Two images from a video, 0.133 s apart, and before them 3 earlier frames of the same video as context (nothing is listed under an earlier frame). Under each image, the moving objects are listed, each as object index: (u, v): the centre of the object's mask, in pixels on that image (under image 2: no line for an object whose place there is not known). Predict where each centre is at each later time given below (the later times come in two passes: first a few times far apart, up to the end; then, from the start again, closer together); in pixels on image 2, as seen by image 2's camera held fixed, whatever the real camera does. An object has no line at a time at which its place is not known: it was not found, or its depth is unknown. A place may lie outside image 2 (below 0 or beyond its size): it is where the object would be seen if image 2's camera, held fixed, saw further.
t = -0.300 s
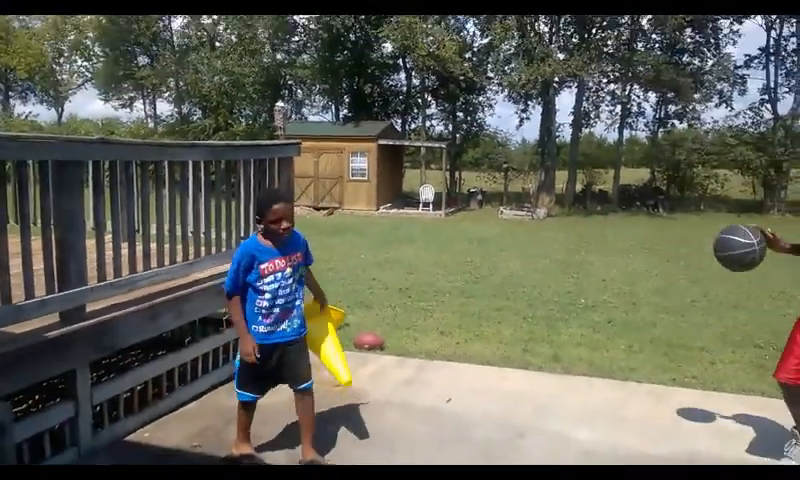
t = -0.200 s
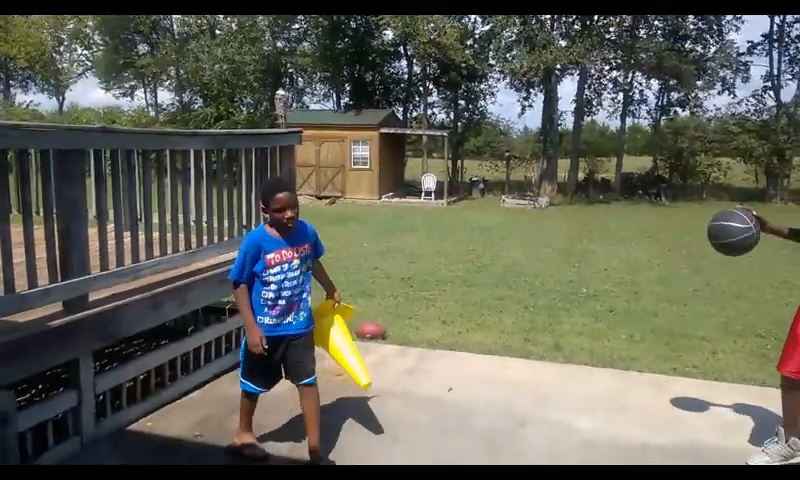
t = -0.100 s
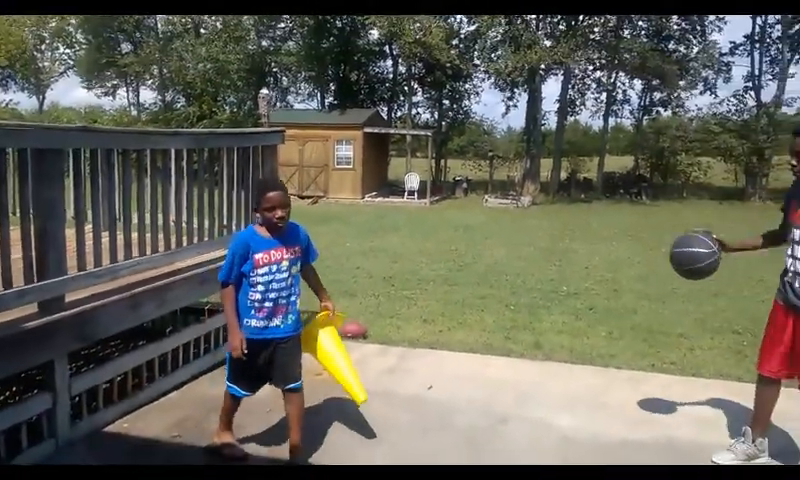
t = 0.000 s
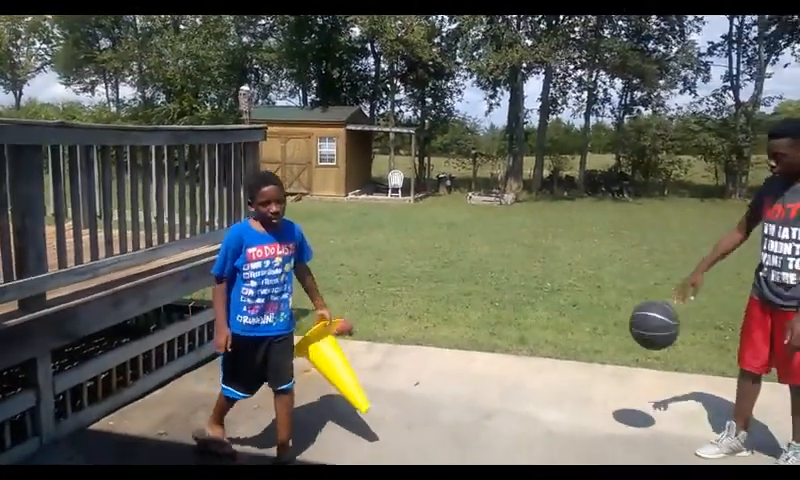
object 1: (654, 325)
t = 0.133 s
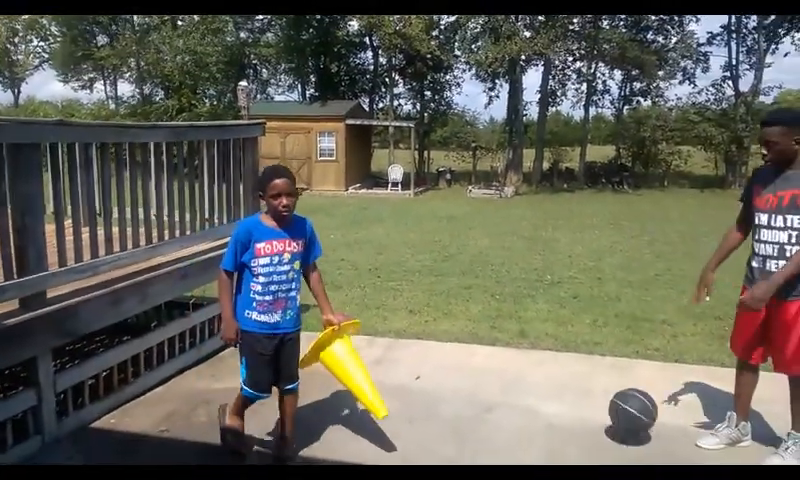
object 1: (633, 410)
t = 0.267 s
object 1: (639, 319)
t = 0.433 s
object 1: (643, 242)
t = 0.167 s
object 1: (636, 385)
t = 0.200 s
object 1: (637, 361)
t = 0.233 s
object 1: (638, 339)
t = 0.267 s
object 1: (639, 319)
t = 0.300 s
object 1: (639, 301)
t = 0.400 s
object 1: (642, 254)
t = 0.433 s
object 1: (643, 242)
